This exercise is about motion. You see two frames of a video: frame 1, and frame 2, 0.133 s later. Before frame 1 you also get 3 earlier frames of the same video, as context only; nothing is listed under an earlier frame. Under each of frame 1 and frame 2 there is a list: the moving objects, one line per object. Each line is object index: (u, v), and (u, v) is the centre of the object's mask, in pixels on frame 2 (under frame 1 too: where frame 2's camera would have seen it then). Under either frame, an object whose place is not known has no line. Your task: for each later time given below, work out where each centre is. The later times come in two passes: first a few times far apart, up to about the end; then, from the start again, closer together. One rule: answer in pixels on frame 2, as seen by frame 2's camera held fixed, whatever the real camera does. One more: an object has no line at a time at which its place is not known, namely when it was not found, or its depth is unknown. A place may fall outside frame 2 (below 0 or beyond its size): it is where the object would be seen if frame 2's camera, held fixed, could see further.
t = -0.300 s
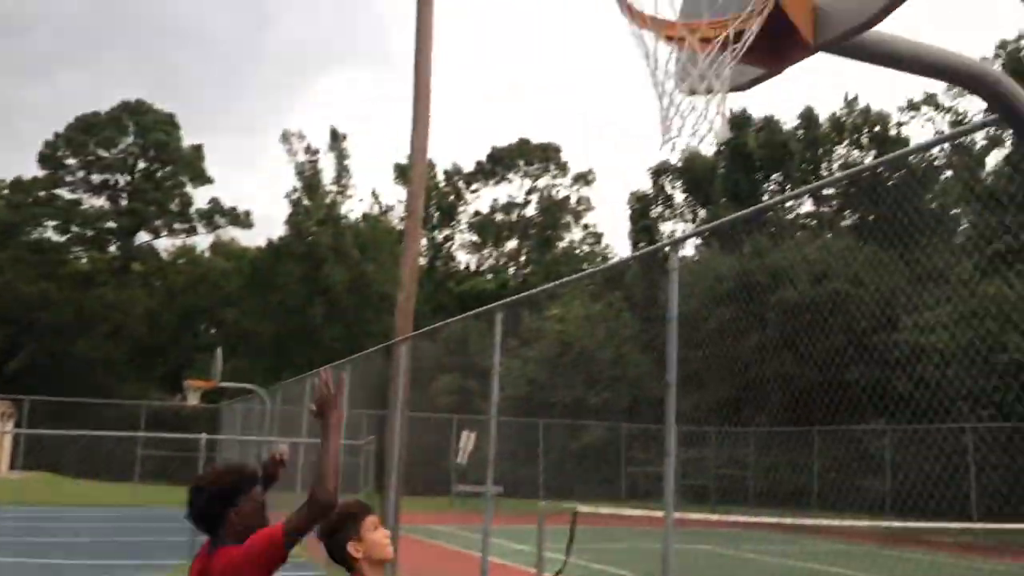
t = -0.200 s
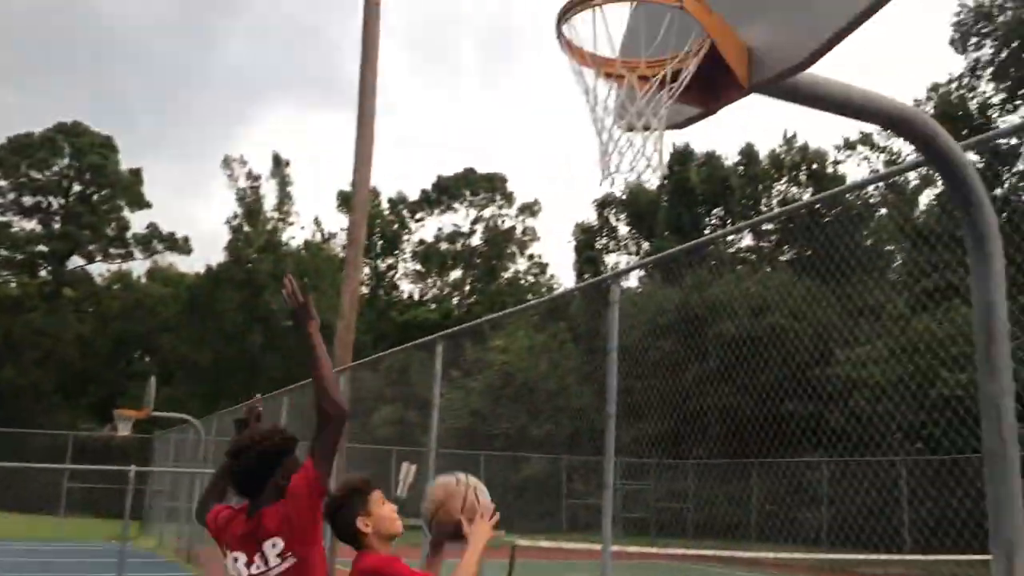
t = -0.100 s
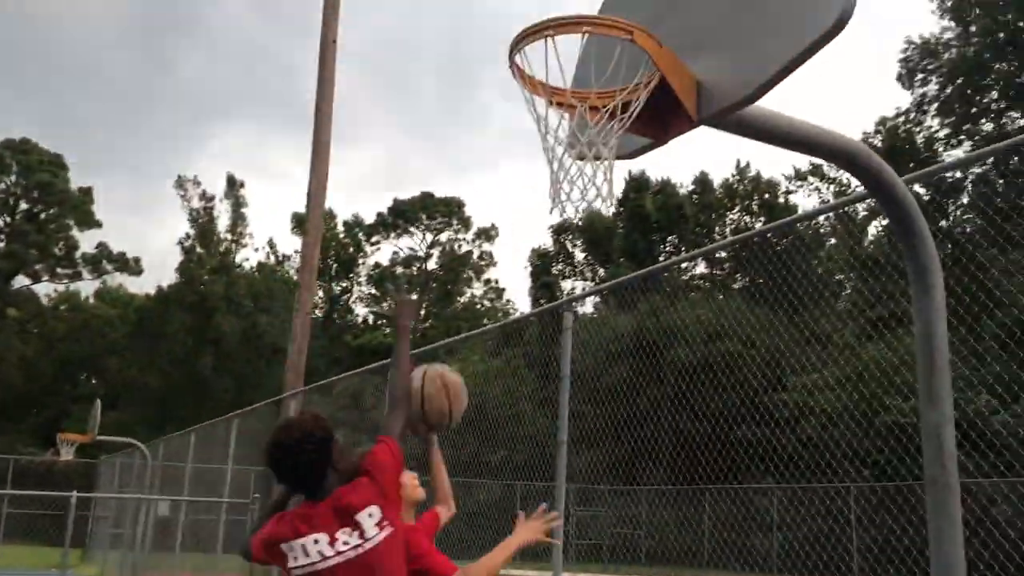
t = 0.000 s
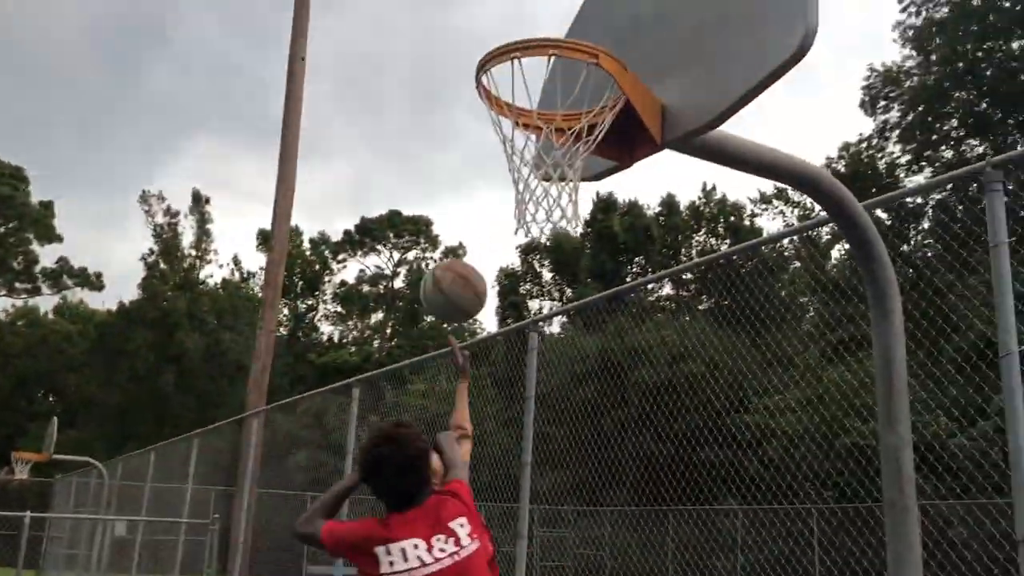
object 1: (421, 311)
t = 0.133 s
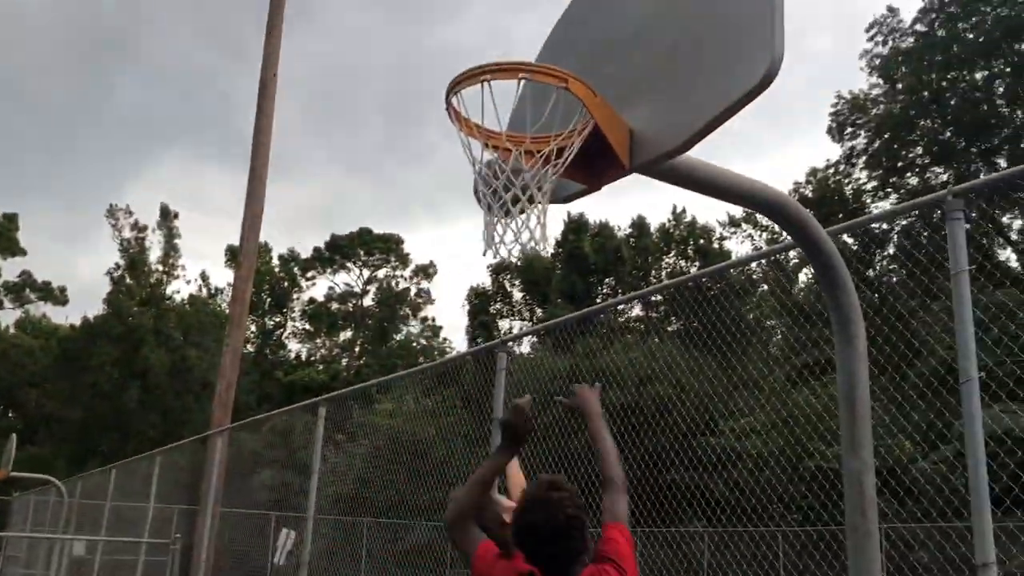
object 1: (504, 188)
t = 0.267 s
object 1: (478, 125)
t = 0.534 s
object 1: (385, 197)
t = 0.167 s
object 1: (498, 176)
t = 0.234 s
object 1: (482, 145)
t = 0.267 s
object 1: (478, 125)
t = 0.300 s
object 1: (473, 122)
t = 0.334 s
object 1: (450, 133)
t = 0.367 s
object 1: (439, 139)
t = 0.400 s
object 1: (432, 143)
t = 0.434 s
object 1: (423, 151)
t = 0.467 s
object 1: (410, 163)
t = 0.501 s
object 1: (398, 179)
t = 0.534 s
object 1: (385, 197)
